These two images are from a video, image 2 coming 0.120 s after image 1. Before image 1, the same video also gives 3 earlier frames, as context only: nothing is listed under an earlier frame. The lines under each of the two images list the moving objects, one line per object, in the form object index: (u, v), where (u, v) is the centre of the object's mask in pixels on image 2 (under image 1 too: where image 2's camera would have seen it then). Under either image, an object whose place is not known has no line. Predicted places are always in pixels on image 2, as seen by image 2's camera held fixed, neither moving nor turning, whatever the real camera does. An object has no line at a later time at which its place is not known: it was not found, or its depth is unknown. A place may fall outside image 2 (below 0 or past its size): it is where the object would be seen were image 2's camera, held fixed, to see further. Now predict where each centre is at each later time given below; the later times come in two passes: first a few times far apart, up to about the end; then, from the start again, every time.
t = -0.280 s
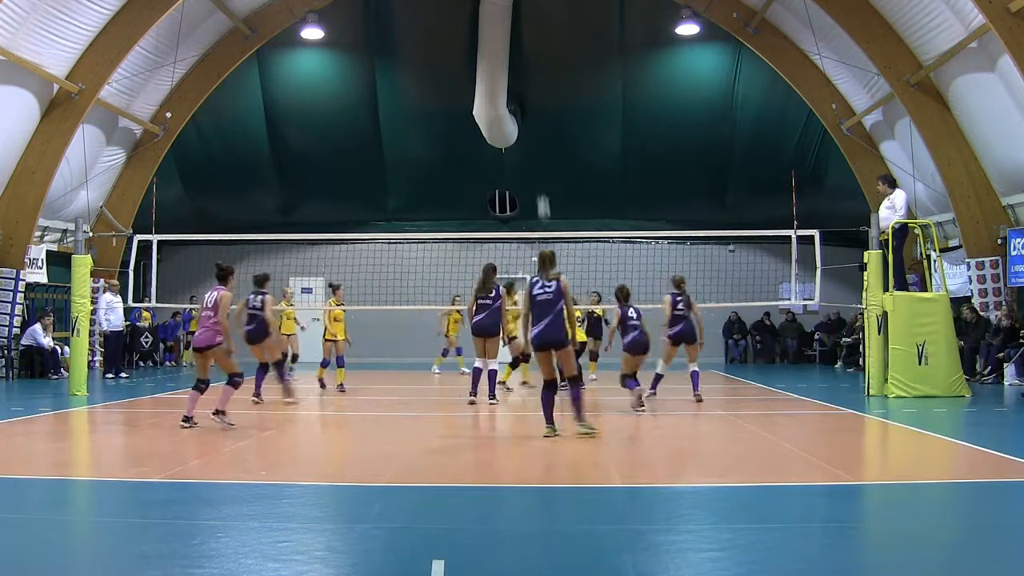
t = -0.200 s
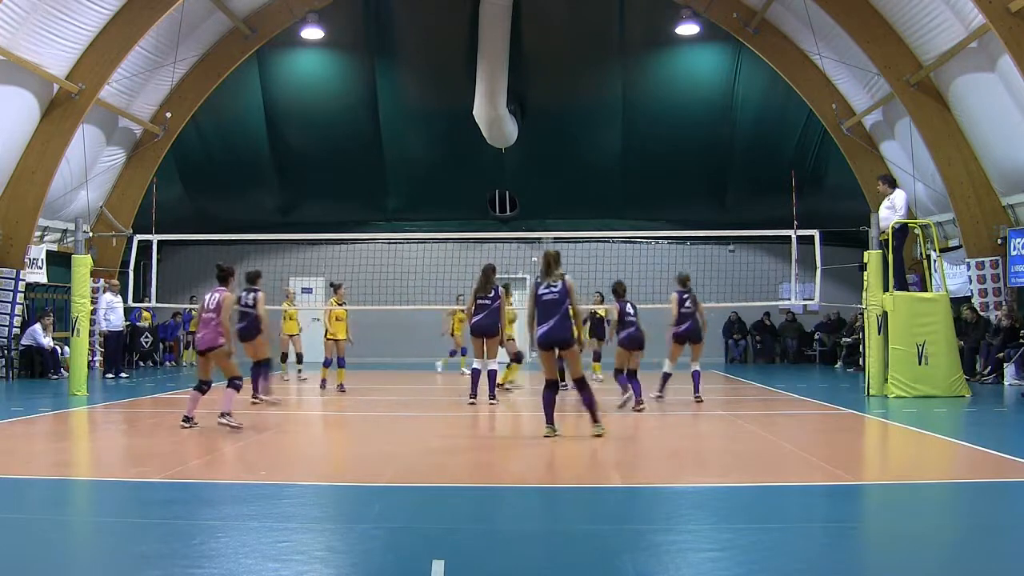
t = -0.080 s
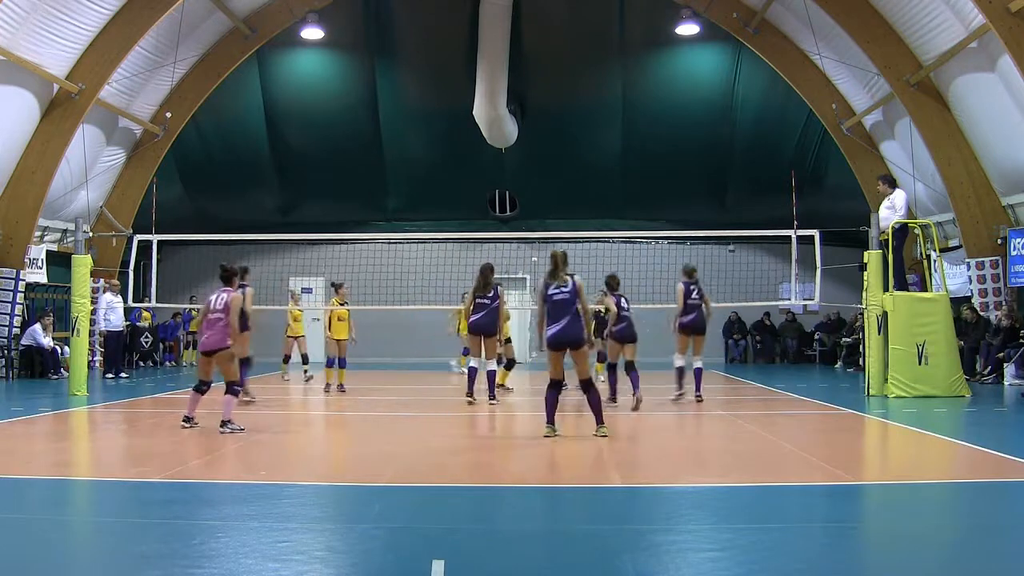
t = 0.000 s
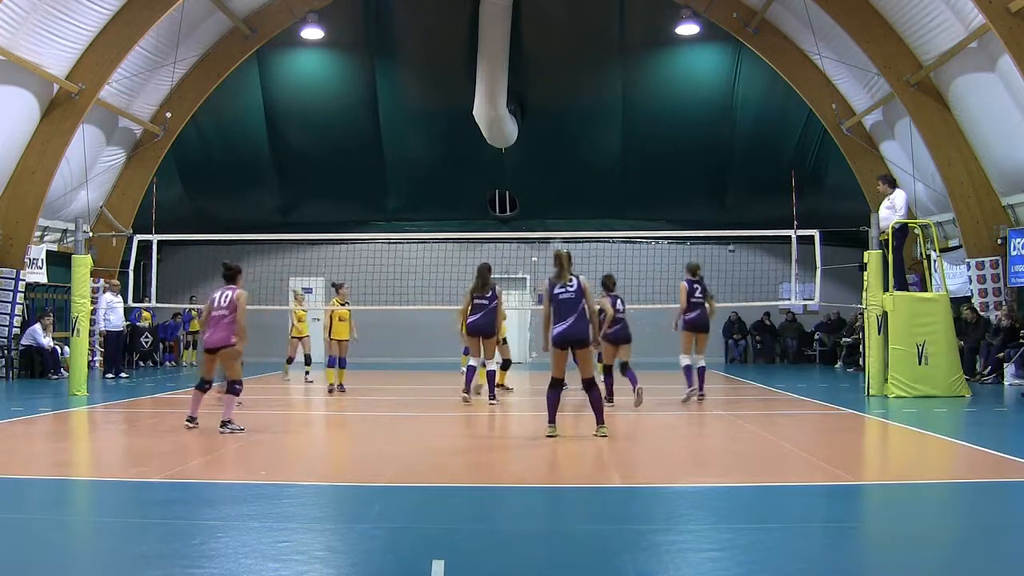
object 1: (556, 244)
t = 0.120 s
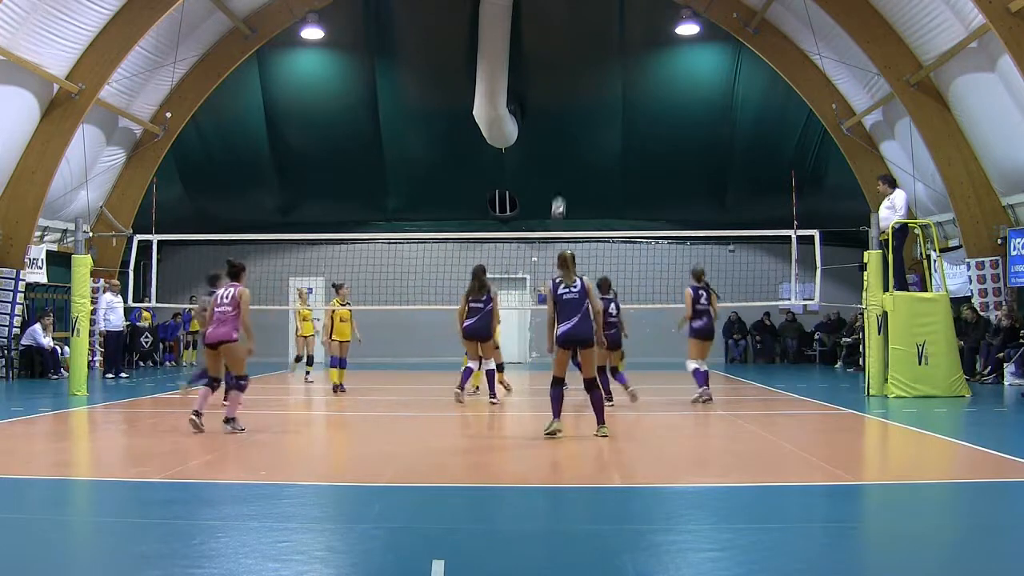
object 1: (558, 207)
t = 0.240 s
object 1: (561, 174)
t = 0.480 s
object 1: (568, 132)
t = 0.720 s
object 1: (576, 130)
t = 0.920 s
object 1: (585, 164)
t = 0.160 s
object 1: (559, 195)
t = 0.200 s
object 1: (560, 185)
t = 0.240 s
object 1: (561, 174)
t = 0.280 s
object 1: (562, 165)
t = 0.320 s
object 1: (563, 156)
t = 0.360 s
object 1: (564, 148)
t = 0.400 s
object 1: (565, 142)
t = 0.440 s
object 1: (567, 137)
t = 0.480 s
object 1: (568, 132)
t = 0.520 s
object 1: (569, 129)
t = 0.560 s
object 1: (570, 127)
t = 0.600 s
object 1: (572, 126)
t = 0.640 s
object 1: (573, 126)
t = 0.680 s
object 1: (575, 128)
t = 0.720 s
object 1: (576, 130)
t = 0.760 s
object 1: (578, 134)
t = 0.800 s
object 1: (580, 139)
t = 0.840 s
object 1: (581, 146)
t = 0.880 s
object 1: (583, 155)
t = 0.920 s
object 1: (585, 164)
